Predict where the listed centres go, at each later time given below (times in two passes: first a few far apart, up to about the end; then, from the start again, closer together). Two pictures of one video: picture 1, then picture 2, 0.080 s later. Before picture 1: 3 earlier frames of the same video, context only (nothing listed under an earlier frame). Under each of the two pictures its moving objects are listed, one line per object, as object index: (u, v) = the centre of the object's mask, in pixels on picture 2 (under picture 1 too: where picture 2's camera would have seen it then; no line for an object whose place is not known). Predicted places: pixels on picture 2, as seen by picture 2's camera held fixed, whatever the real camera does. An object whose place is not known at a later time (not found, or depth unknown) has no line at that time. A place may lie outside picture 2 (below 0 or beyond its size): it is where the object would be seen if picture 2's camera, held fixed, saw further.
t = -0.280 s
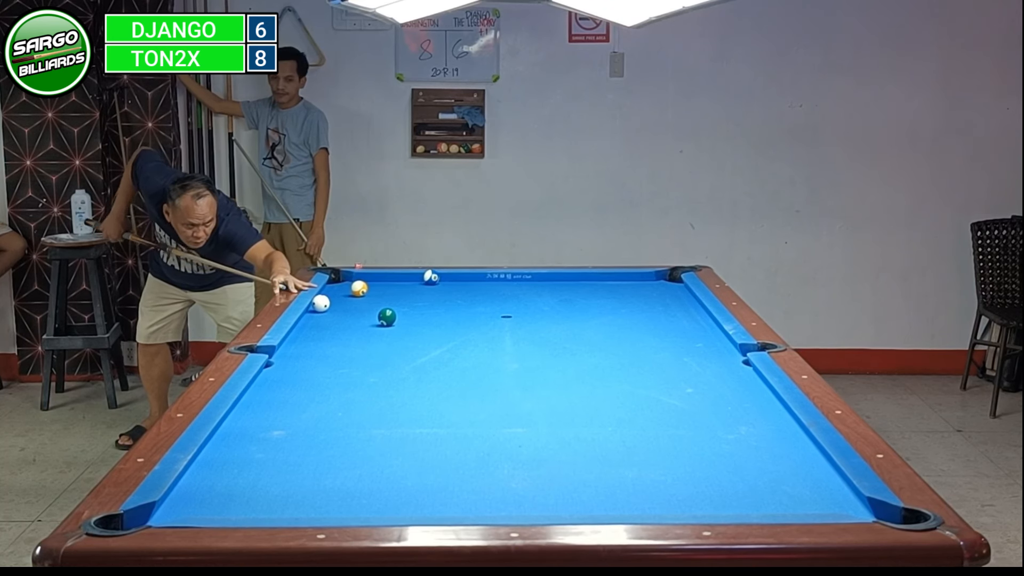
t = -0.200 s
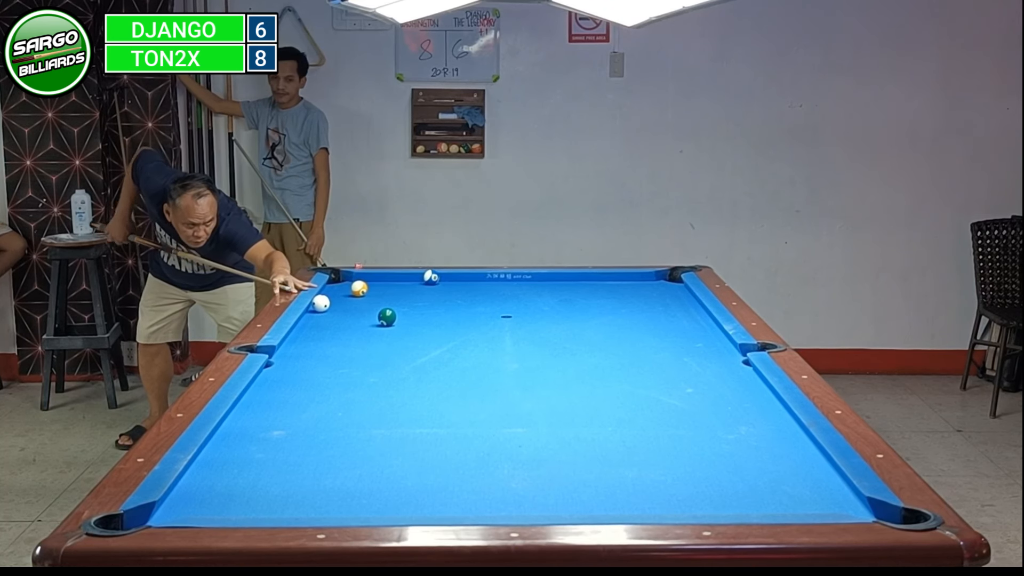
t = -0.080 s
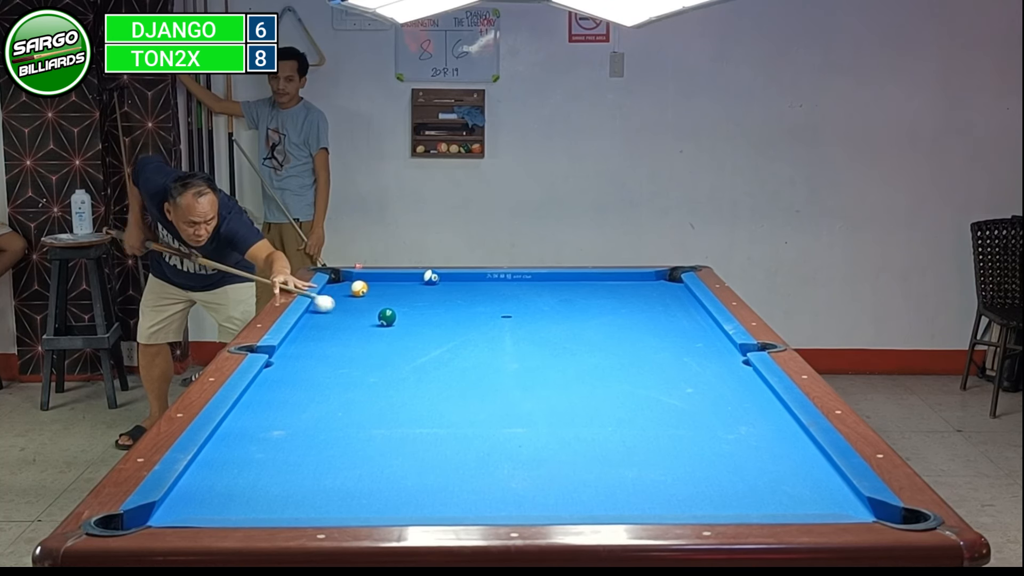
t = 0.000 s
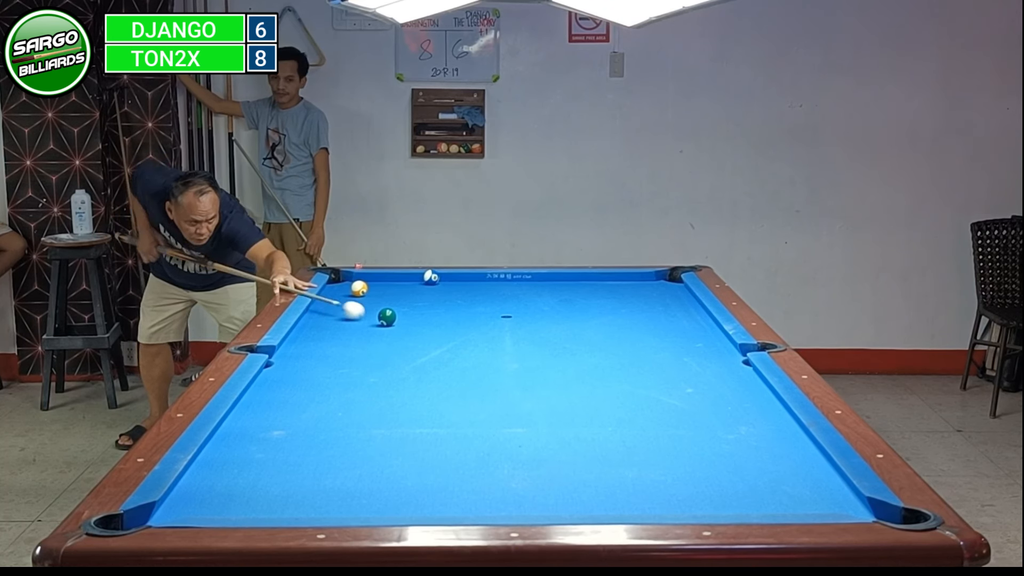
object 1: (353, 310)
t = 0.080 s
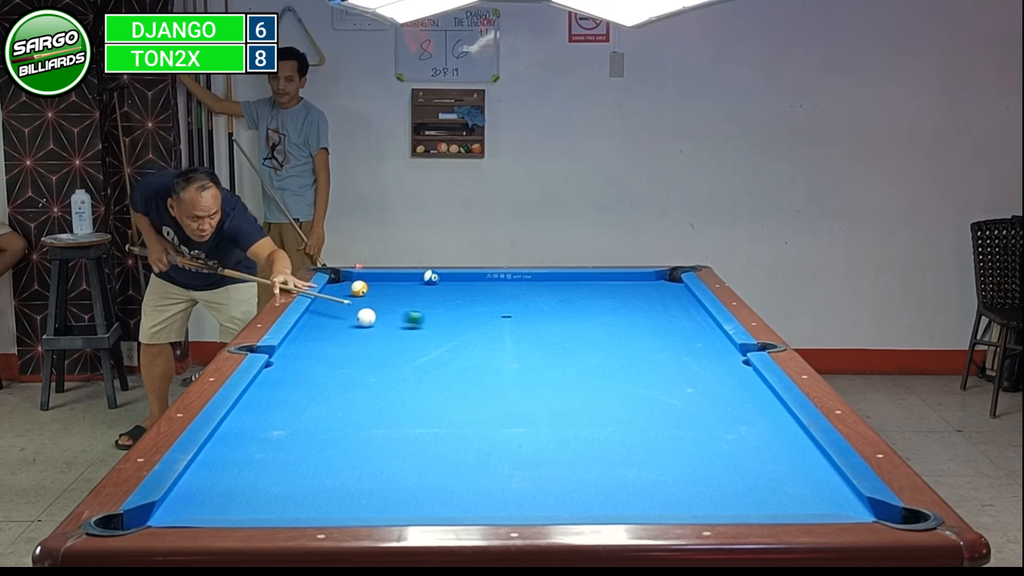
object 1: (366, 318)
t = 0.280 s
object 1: (361, 331)
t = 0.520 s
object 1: (367, 350)
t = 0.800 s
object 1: (375, 375)
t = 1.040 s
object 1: (383, 400)
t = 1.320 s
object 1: (394, 434)
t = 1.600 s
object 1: (406, 471)
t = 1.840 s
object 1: (419, 506)
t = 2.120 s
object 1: (434, 494)
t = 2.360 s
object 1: (445, 474)
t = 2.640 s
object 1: (455, 456)
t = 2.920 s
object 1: (464, 440)
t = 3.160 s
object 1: (471, 428)
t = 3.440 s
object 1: (479, 416)
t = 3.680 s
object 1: (484, 406)
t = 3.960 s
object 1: (490, 397)
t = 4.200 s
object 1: (494, 390)
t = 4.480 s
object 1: (498, 383)
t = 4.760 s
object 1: (501, 376)
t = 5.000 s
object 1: (503, 371)
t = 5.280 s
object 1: (506, 366)
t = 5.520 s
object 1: (508, 363)
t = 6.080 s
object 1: (513, 357)
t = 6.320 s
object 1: (513, 355)
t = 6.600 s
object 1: (513, 353)
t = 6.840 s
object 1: (512, 352)
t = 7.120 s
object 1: (511, 351)
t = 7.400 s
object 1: (510, 351)
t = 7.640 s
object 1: (510, 351)
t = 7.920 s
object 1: (510, 351)
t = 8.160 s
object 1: (510, 351)
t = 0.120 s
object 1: (363, 321)
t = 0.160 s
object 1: (361, 323)
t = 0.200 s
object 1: (360, 325)
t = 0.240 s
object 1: (360, 328)
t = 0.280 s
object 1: (361, 331)
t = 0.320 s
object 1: (362, 334)
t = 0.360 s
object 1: (363, 337)
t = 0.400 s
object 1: (364, 340)
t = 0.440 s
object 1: (365, 344)
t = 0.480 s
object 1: (366, 347)
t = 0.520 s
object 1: (367, 350)
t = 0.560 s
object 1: (368, 354)
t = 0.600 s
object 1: (369, 357)
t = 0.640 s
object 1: (370, 360)
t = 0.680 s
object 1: (372, 364)
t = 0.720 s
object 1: (373, 367)
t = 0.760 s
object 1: (374, 372)
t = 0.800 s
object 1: (375, 375)
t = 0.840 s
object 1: (376, 379)
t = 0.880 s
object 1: (378, 384)
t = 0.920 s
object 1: (379, 387)
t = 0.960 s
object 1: (380, 391)
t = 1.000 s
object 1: (382, 396)
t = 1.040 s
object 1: (383, 400)
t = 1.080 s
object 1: (385, 405)
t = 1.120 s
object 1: (386, 409)
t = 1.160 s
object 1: (387, 413)
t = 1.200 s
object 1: (389, 419)
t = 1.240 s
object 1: (390, 423)
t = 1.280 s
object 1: (392, 427)
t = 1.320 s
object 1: (394, 434)
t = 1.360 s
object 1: (395, 438)
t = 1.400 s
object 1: (397, 444)
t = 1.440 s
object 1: (399, 449)
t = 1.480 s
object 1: (400, 454)
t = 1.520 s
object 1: (403, 461)
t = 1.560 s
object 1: (404, 466)
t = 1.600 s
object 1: (406, 471)
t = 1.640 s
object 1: (408, 479)
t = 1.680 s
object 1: (410, 484)
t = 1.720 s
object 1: (413, 493)
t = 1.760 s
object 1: (414, 498)
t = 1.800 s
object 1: (416, 502)
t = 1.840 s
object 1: (419, 506)
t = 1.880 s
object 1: (421, 508)
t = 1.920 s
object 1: (423, 507)
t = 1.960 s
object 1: (426, 504)
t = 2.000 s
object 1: (428, 502)
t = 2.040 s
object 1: (430, 499)
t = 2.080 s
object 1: (432, 497)
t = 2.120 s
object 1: (434, 494)
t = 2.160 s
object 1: (436, 490)
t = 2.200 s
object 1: (438, 487)
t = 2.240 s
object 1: (439, 484)
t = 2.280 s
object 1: (441, 481)
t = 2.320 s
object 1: (443, 478)
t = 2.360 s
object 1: (445, 474)
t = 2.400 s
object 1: (446, 472)
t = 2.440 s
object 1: (447, 469)
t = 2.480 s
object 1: (449, 466)
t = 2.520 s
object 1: (450, 464)
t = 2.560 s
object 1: (452, 462)
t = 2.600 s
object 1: (454, 458)
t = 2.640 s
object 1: (455, 456)
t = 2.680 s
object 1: (456, 453)
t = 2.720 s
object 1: (457, 451)
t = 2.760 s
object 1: (459, 449)
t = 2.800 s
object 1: (461, 446)
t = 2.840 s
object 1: (462, 445)
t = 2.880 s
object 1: (463, 443)
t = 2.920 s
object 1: (464, 440)
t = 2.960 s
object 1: (465, 438)
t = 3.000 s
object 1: (467, 435)
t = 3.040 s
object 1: (468, 434)
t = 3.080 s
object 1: (469, 432)
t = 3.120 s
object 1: (470, 429)
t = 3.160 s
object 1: (471, 428)
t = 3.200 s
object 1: (472, 426)
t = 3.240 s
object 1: (474, 424)
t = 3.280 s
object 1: (475, 423)
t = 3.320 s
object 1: (476, 420)
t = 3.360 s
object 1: (477, 419)
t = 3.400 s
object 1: (478, 417)
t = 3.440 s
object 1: (479, 416)
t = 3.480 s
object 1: (480, 414)
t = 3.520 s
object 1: (481, 413)
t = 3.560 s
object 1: (482, 411)
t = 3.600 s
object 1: (483, 410)
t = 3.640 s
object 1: (484, 408)
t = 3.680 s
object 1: (484, 406)
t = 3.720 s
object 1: (485, 405)
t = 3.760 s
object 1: (486, 404)
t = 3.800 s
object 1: (487, 402)
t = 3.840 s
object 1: (488, 401)
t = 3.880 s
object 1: (489, 399)
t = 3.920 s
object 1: (489, 398)
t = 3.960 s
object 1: (490, 397)
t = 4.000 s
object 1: (491, 396)
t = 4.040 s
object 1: (491, 395)
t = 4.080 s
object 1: (492, 393)
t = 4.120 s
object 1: (493, 392)
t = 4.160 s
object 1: (493, 391)
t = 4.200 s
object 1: (494, 390)
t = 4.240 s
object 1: (495, 389)
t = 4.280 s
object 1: (495, 388)
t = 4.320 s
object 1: (496, 387)
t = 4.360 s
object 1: (496, 386)
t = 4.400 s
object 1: (497, 384)
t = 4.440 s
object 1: (498, 384)
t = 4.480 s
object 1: (498, 383)
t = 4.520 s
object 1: (499, 381)
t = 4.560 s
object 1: (499, 381)
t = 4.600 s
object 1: (500, 379)
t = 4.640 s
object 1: (500, 379)
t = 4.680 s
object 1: (500, 378)
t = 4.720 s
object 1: (501, 377)
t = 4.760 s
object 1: (501, 376)
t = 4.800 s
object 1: (502, 376)
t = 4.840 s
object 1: (502, 374)
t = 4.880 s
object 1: (502, 374)
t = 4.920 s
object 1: (503, 374)
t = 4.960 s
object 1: (501, 368)
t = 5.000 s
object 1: (503, 371)
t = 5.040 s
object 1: (504, 371)
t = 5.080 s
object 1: (504, 370)
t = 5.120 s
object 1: (504, 369)
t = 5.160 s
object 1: (505, 368)
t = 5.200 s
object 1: (505, 368)
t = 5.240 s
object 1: (505, 367)
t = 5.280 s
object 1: (506, 366)
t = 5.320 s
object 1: (506, 366)
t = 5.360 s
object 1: (507, 365)
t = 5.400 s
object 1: (507, 364)
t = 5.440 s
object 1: (507, 364)
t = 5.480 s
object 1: (508, 364)
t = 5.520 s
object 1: (508, 363)
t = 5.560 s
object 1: (509, 363)
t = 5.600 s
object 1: (513, 359)
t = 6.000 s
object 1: (513, 357)
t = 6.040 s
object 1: (513, 357)
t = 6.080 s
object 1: (513, 357)
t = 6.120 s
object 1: (513, 356)
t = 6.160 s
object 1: (513, 356)
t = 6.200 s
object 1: (513, 356)
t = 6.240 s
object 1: (514, 355)
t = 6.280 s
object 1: (513, 355)
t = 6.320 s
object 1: (513, 355)
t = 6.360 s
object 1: (513, 355)
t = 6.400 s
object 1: (513, 354)
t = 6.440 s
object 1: (513, 354)
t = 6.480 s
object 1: (513, 354)
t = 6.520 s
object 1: (513, 353)
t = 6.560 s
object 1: (513, 353)
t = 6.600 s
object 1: (513, 353)
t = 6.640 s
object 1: (513, 353)
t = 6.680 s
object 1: (512, 353)
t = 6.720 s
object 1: (512, 353)
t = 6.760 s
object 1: (512, 352)
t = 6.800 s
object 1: (512, 352)
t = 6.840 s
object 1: (512, 352)
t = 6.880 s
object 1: (511, 352)
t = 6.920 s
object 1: (511, 352)
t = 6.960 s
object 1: (511, 352)
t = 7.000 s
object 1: (511, 352)
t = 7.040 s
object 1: (511, 351)
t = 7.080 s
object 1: (511, 351)
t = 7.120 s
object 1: (511, 351)
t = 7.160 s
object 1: (510, 351)
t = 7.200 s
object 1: (510, 351)
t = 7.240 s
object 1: (510, 351)
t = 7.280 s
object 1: (510, 351)
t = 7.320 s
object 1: (510, 351)
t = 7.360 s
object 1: (510, 351)
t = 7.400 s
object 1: (510, 351)
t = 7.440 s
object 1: (510, 351)
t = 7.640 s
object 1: (510, 351)
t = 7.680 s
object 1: (510, 351)
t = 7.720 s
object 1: (510, 351)
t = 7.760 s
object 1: (510, 351)
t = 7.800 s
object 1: (510, 351)
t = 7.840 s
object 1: (510, 351)
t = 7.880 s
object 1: (510, 351)
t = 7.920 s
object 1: (510, 351)
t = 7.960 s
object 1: (510, 351)
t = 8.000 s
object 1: (510, 351)
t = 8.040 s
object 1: (510, 351)
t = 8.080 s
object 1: (510, 351)
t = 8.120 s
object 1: (510, 351)
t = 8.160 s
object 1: (510, 351)
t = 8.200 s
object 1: (510, 351)
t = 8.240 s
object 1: (510, 351)
